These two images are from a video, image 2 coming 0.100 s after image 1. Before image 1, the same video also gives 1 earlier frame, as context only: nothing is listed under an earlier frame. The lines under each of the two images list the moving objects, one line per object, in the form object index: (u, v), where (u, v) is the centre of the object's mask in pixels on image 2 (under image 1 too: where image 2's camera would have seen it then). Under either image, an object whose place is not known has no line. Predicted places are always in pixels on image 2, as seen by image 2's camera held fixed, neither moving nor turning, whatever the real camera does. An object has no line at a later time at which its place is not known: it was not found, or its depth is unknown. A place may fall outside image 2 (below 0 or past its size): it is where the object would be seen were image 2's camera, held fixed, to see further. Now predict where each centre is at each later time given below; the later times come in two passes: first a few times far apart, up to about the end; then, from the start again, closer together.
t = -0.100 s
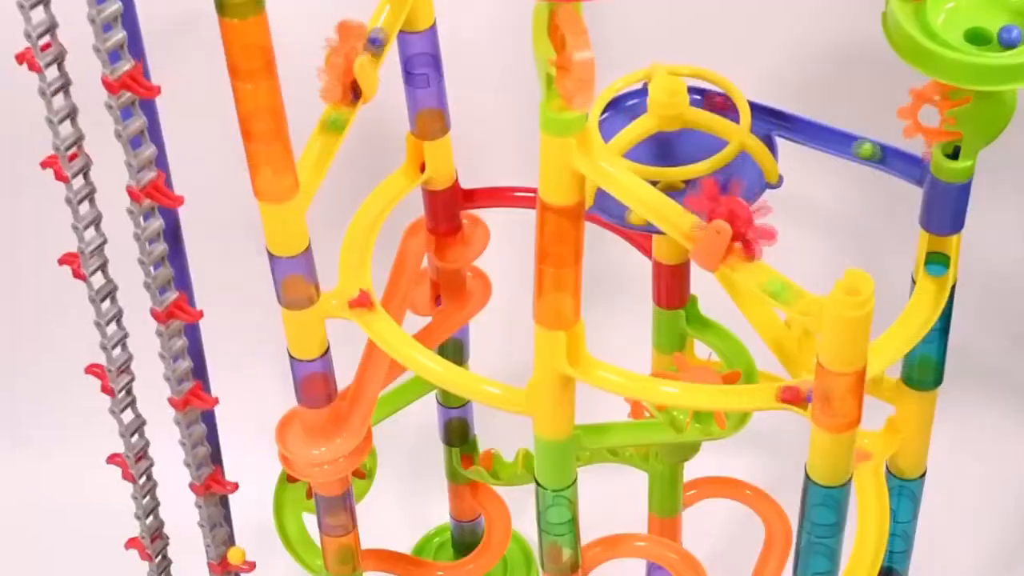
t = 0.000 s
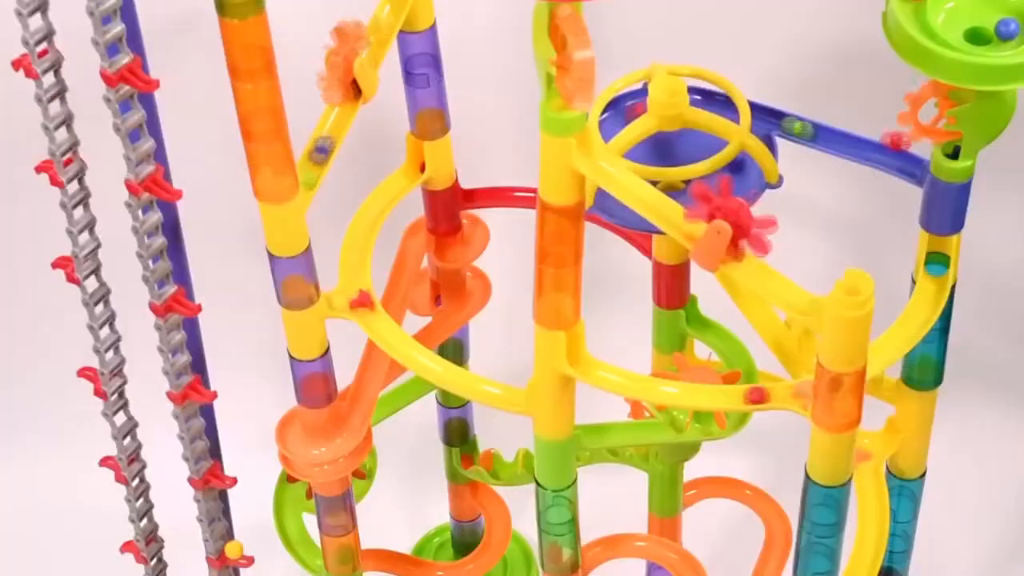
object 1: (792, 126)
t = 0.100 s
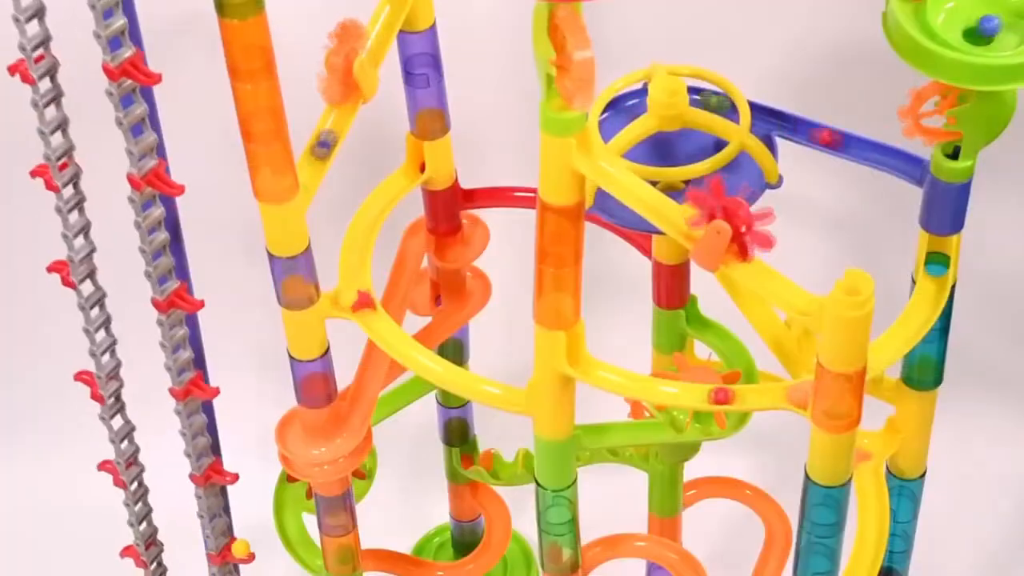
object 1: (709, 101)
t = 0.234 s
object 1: (609, 119)
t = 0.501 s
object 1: (629, 216)
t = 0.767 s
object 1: (750, 186)
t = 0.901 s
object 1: (750, 159)
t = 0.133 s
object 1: (694, 96)
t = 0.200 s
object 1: (632, 109)
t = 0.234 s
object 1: (609, 119)
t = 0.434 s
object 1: (603, 201)
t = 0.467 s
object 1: (613, 208)
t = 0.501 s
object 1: (629, 216)
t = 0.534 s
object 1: (643, 222)
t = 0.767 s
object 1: (750, 186)
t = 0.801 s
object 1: (754, 179)
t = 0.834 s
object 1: (755, 172)
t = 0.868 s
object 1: (753, 165)
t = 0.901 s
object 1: (750, 159)
